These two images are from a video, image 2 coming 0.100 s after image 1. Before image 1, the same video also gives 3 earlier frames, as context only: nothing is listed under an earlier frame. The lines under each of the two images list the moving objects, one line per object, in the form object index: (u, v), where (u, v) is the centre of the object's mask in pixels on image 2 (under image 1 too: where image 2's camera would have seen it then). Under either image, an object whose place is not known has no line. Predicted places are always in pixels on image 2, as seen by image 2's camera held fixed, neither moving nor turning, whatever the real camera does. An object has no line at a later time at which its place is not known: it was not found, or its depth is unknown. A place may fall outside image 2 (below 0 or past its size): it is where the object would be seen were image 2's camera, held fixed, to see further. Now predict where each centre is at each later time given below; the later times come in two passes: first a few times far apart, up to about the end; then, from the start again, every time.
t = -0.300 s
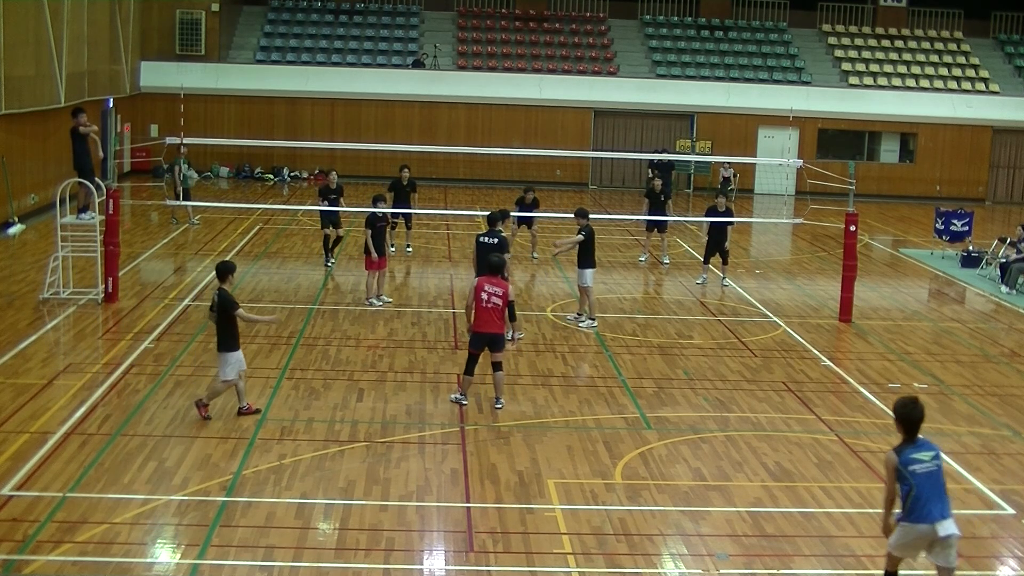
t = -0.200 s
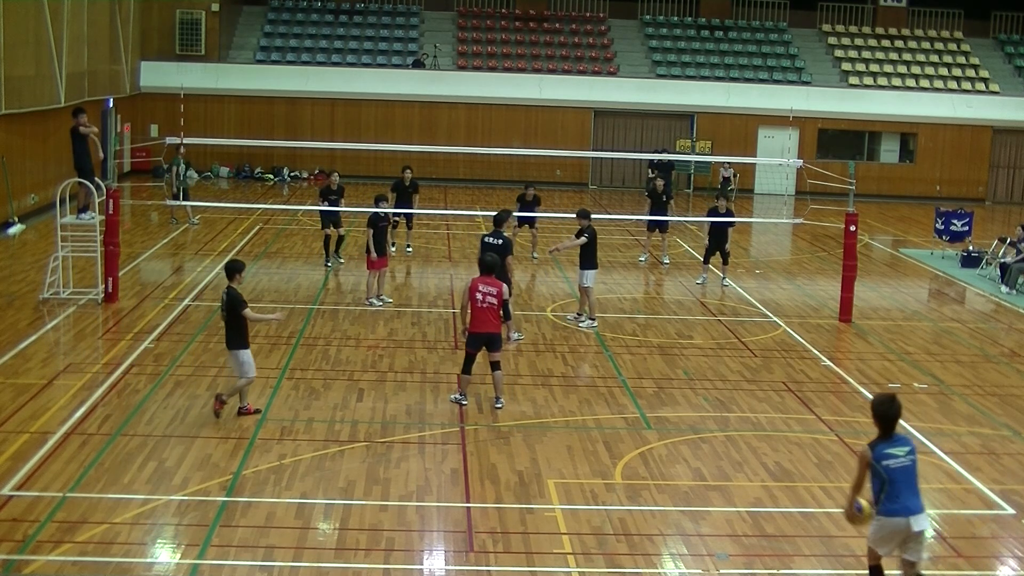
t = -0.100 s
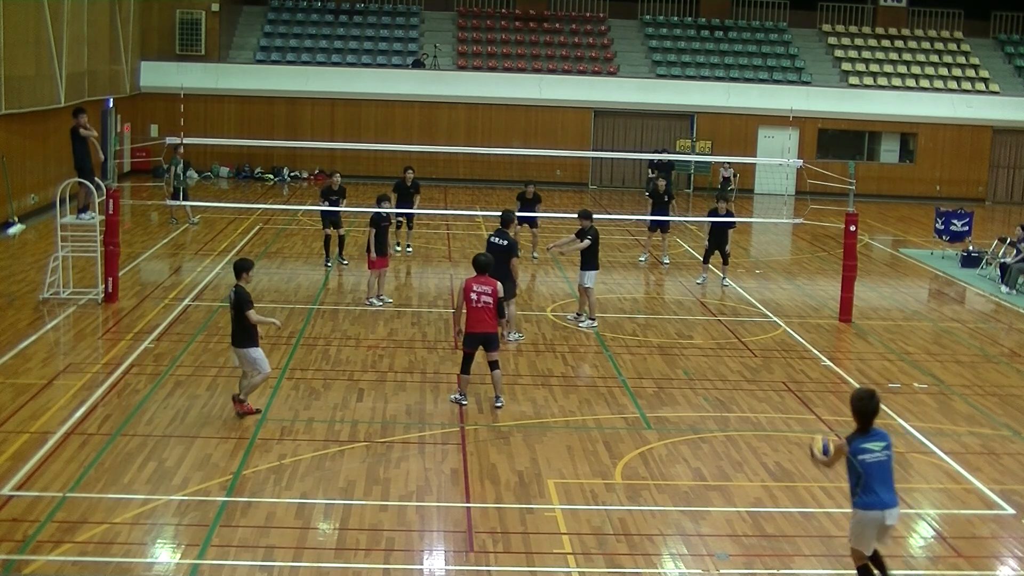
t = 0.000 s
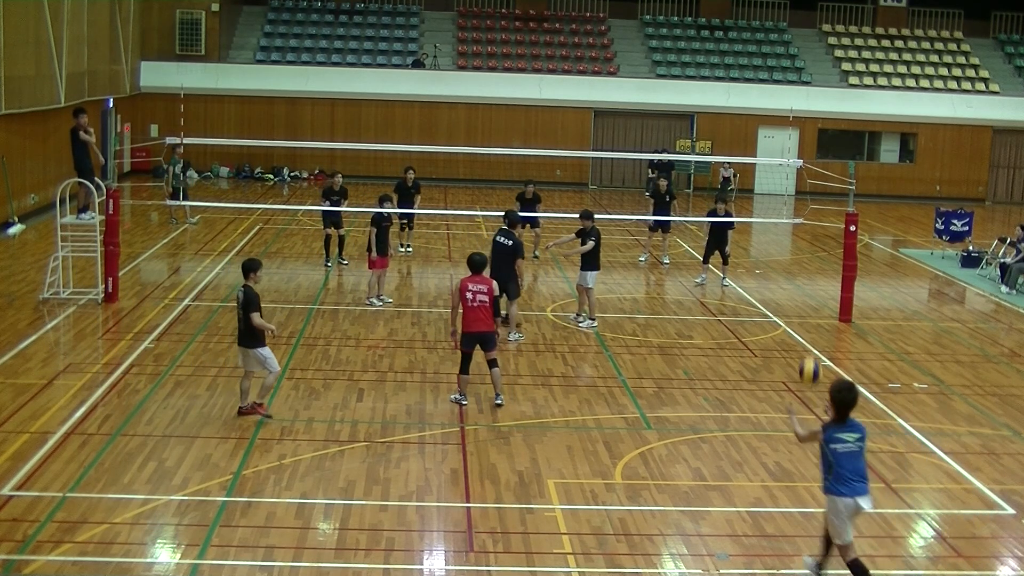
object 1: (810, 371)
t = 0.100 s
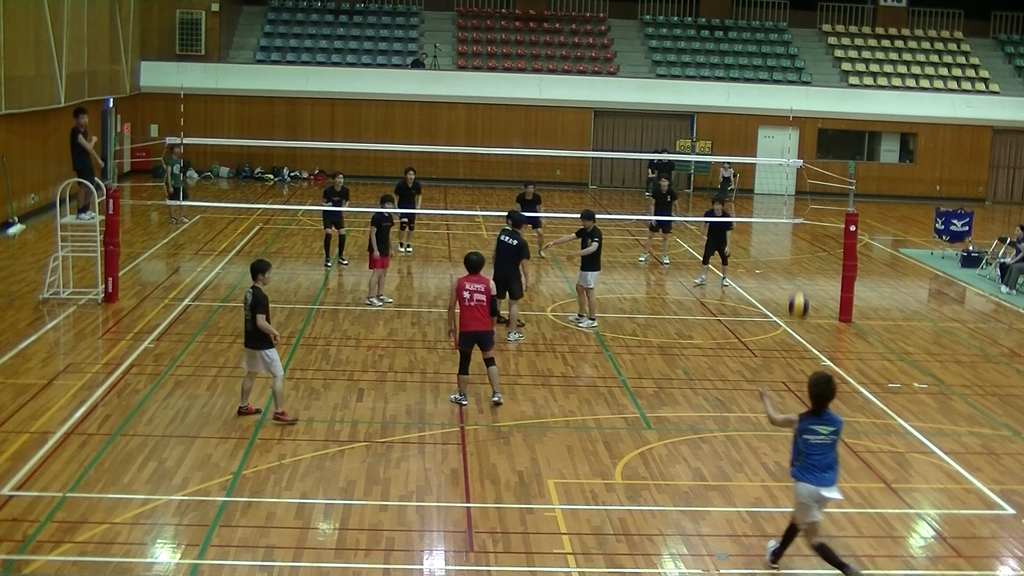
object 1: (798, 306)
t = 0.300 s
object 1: (771, 218)
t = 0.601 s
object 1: (728, 183)
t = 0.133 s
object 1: (793, 286)
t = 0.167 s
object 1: (789, 270)
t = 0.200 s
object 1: (785, 255)
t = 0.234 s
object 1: (780, 241)
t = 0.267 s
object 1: (775, 229)
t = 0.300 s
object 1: (771, 218)
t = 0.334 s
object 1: (766, 209)
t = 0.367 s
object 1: (762, 200)
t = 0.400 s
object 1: (757, 194)
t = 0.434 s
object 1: (753, 189)
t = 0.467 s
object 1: (748, 186)
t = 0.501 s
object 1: (744, 183)
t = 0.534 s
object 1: (738, 182)
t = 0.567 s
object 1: (733, 182)
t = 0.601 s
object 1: (728, 183)
